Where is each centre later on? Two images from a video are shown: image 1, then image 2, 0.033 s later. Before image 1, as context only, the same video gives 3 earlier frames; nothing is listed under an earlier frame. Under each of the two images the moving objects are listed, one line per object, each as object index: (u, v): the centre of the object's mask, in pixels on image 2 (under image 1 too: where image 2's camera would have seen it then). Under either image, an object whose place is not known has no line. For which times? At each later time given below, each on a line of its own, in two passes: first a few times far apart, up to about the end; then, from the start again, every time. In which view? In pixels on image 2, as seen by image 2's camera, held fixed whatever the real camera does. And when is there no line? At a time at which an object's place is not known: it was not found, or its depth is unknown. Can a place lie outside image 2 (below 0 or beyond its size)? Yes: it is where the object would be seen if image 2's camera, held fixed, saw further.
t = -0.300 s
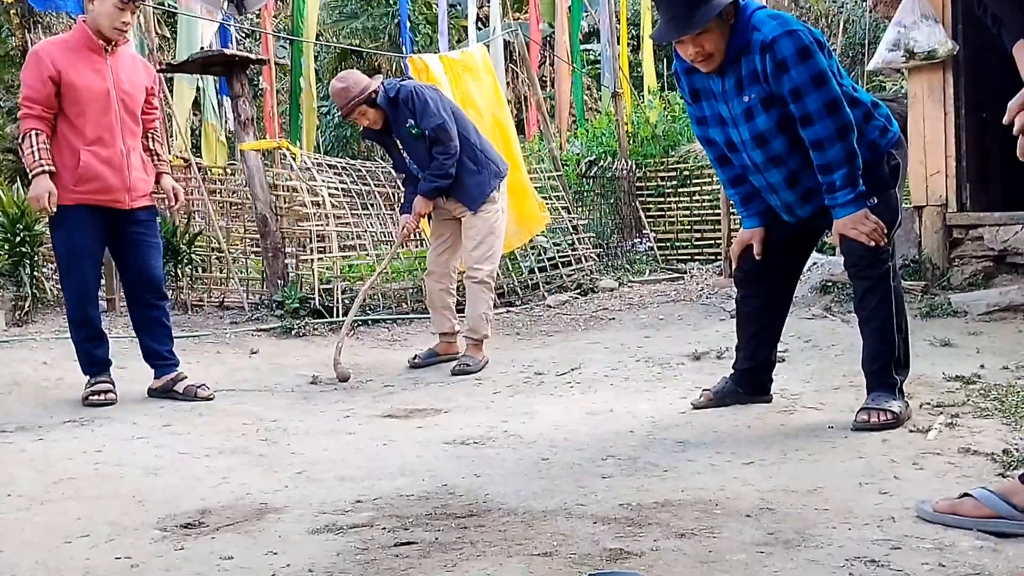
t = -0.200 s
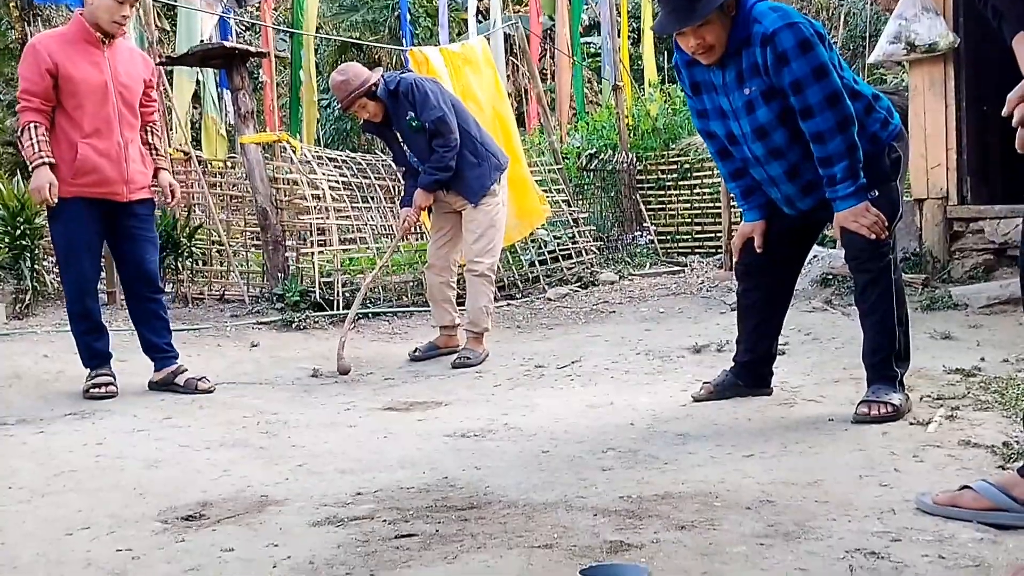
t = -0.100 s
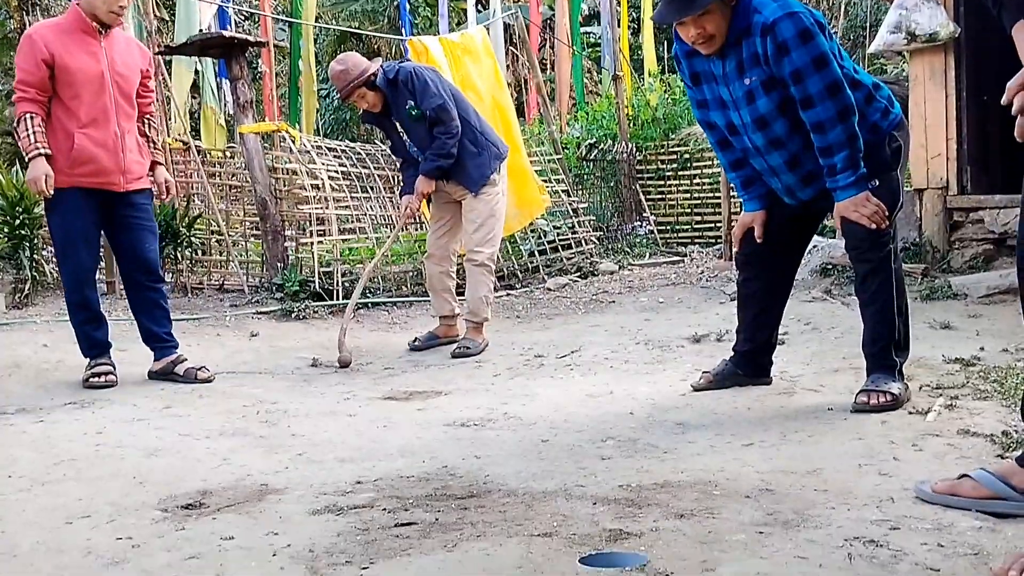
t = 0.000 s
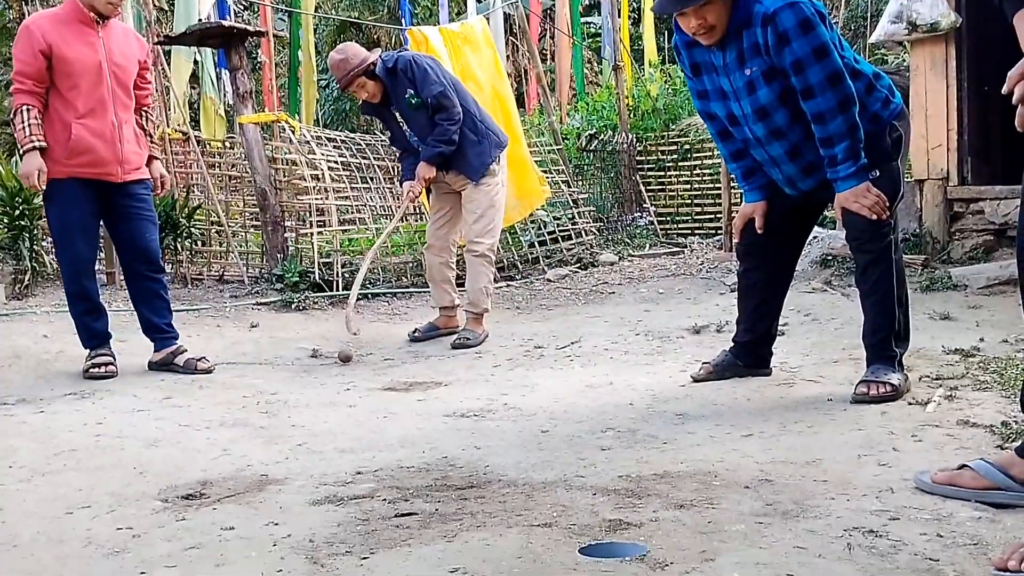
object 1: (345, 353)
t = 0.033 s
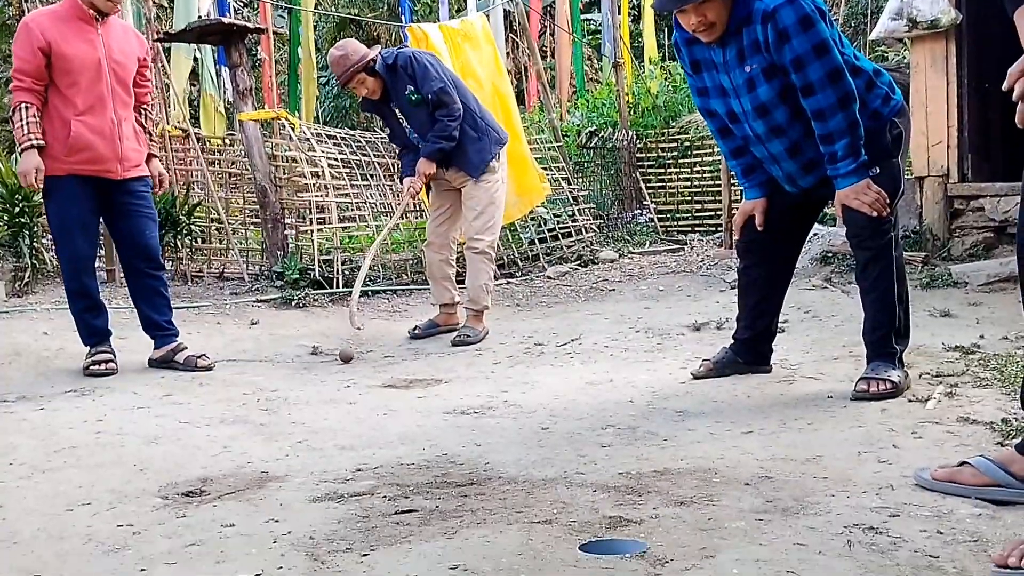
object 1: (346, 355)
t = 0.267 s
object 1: (351, 366)
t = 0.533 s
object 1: (351, 372)
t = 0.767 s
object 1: (361, 395)
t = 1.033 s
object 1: (381, 402)
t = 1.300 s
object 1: (390, 413)
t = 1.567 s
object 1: (399, 424)
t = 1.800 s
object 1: (417, 436)
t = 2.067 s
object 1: (429, 444)
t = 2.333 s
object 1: (429, 453)
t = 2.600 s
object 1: (428, 460)
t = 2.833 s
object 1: (420, 464)
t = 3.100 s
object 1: (410, 464)
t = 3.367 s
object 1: (411, 464)
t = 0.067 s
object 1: (347, 357)
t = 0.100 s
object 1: (348, 357)
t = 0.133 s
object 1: (348, 354)
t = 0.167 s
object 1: (349, 353)
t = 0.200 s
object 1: (349, 354)
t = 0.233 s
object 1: (350, 358)
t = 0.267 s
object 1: (351, 366)
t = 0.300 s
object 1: (351, 364)
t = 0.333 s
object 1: (351, 365)
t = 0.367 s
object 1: (351, 370)
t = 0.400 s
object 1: (351, 372)
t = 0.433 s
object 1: (350, 374)
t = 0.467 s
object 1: (350, 376)
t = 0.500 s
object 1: (350, 375)
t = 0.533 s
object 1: (351, 372)
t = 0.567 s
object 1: (351, 373)
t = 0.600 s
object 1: (352, 376)
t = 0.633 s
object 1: (353, 384)
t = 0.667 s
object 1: (355, 385)
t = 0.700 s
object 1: (357, 387)
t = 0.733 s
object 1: (359, 392)
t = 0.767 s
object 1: (361, 395)
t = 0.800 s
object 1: (363, 397)
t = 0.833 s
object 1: (365, 399)
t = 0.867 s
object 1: (368, 399)
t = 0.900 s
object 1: (371, 400)
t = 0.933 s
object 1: (374, 401)
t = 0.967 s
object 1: (377, 404)
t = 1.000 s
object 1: (380, 404)
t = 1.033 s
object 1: (381, 402)
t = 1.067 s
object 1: (382, 402)
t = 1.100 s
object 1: (384, 406)
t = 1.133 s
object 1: (385, 407)
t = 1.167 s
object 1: (386, 408)
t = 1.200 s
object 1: (387, 411)
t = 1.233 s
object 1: (388, 411)
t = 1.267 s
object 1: (389, 412)
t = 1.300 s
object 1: (390, 413)
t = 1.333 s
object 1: (391, 415)
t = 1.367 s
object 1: (392, 417)
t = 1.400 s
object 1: (393, 417)
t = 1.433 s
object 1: (393, 418)
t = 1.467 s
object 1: (394, 419)
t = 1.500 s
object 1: (395, 420)
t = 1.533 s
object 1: (397, 422)
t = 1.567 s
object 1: (399, 424)
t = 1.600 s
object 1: (401, 426)
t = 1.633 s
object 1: (403, 429)
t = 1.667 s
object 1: (406, 431)
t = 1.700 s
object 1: (409, 432)
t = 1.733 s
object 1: (411, 434)
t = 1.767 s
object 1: (414, 434)
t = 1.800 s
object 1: (417, 436)
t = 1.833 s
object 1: (420, 437)
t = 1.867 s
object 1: (421, 437)
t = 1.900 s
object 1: (423, 439)
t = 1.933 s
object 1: (425, 441)
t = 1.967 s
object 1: (426, 442)
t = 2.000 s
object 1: (427, 443)
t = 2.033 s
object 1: (428, 443)
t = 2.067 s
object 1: (429, 444)
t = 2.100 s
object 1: (430, 446)
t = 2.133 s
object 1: (430, 448)
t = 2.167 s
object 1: (430, 448)
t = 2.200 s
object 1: (430, 450)
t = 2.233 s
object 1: (430, 451)
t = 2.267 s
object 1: (429, 451)
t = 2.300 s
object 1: (429, 452)
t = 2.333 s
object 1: (429, 453)
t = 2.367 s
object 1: (428, 454)
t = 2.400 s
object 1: (428, 455)
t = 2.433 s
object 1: (428, 456)
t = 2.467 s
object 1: (429, 456)
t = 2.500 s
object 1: (429, 457)
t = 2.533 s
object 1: (429, 458)
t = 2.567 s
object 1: (428, 459)
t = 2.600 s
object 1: (428, 460)
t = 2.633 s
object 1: (428, 460)
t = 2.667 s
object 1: (428, 461)
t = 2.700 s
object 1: (427, 462)
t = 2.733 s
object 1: (426, 462)
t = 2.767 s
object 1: (424, 463)
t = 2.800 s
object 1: (422, 464)
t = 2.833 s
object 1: (420, 464)
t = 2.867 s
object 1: (418, 464)
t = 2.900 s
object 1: (415, 464)
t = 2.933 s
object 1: (413, 465)
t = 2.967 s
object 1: (411, 465)
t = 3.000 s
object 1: (410, 465)
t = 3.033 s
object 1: (409, 464)
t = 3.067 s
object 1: (409, 464)
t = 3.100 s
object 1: (410, 464)
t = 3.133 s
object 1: (411, 464)
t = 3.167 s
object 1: (412, 463)
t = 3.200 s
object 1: (413, 463)
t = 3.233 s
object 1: (412, 463)
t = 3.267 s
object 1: (411, 464)
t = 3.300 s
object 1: (411, 464)
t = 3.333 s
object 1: (410, 464)
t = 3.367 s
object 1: (411, 464)
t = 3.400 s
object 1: (411, 465)
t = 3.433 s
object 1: (411, 465)
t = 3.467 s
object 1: (411, 464)
